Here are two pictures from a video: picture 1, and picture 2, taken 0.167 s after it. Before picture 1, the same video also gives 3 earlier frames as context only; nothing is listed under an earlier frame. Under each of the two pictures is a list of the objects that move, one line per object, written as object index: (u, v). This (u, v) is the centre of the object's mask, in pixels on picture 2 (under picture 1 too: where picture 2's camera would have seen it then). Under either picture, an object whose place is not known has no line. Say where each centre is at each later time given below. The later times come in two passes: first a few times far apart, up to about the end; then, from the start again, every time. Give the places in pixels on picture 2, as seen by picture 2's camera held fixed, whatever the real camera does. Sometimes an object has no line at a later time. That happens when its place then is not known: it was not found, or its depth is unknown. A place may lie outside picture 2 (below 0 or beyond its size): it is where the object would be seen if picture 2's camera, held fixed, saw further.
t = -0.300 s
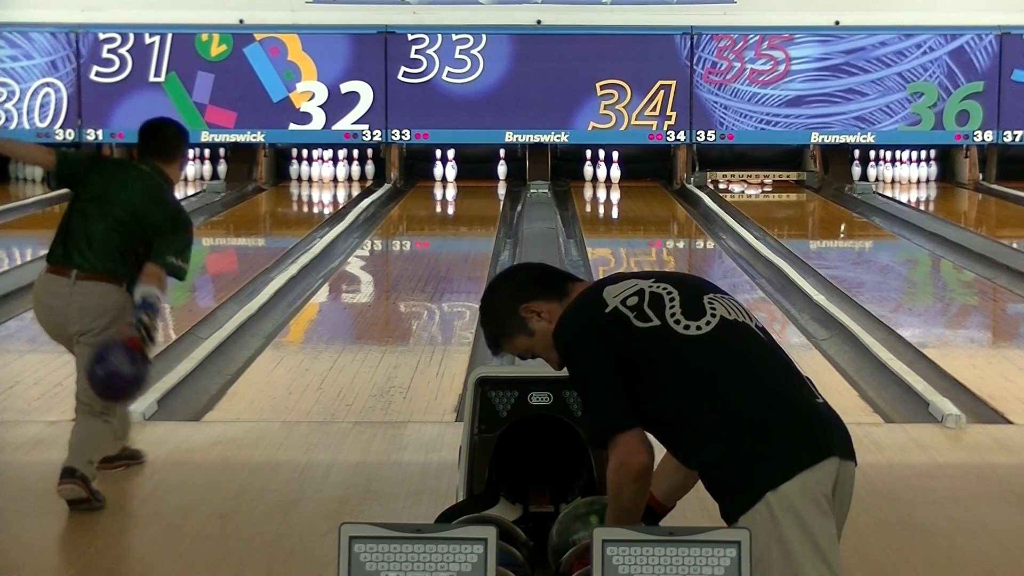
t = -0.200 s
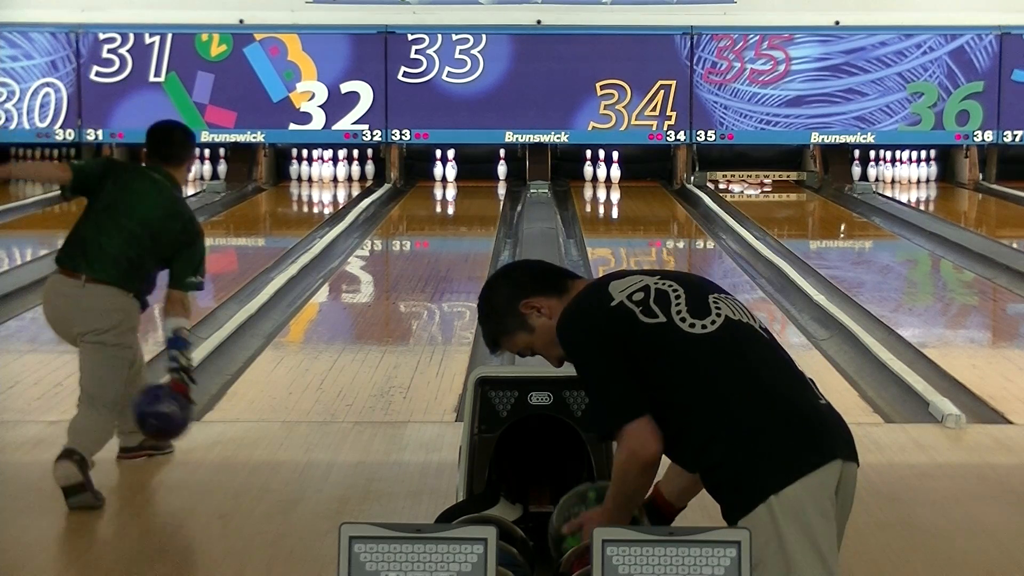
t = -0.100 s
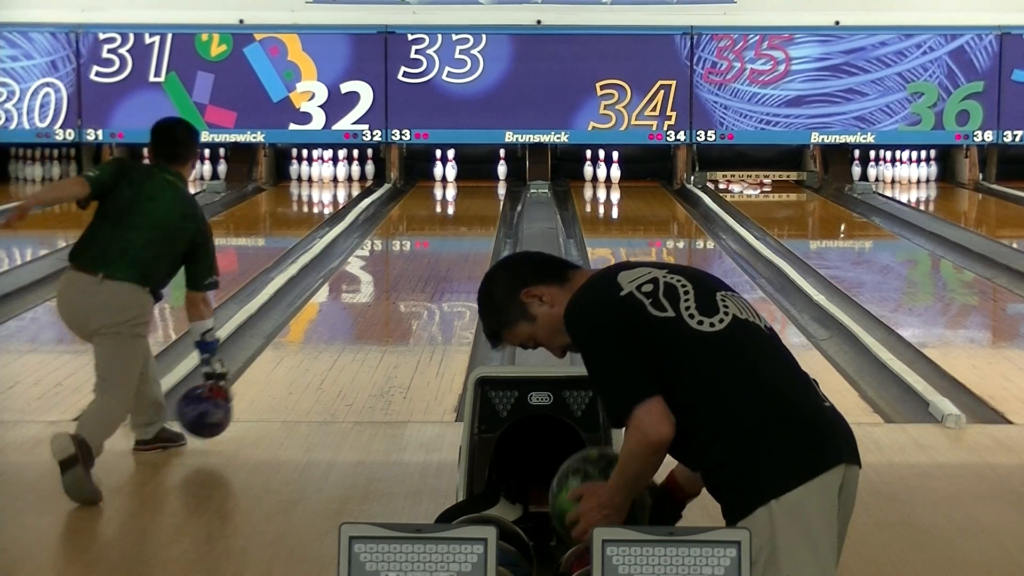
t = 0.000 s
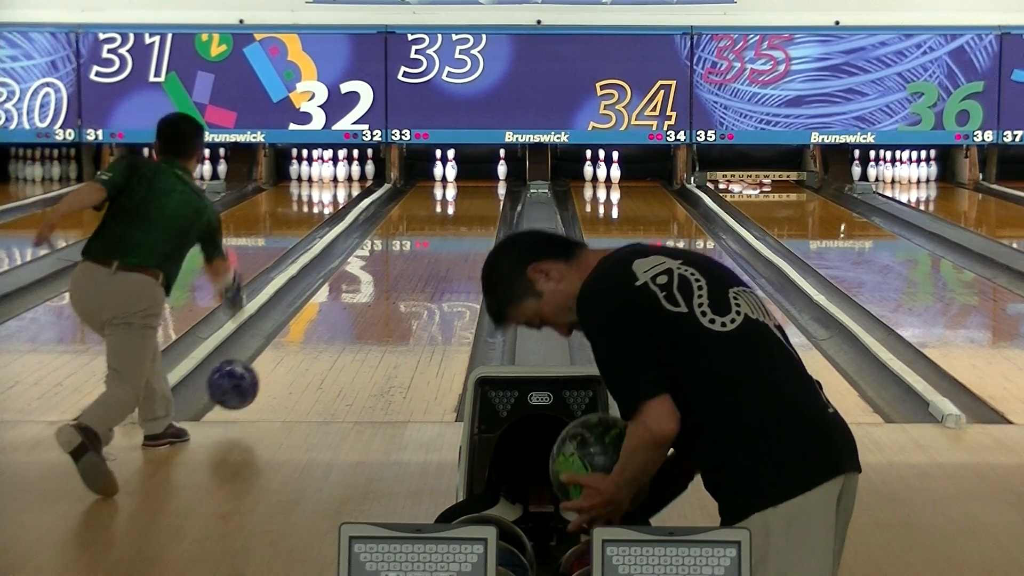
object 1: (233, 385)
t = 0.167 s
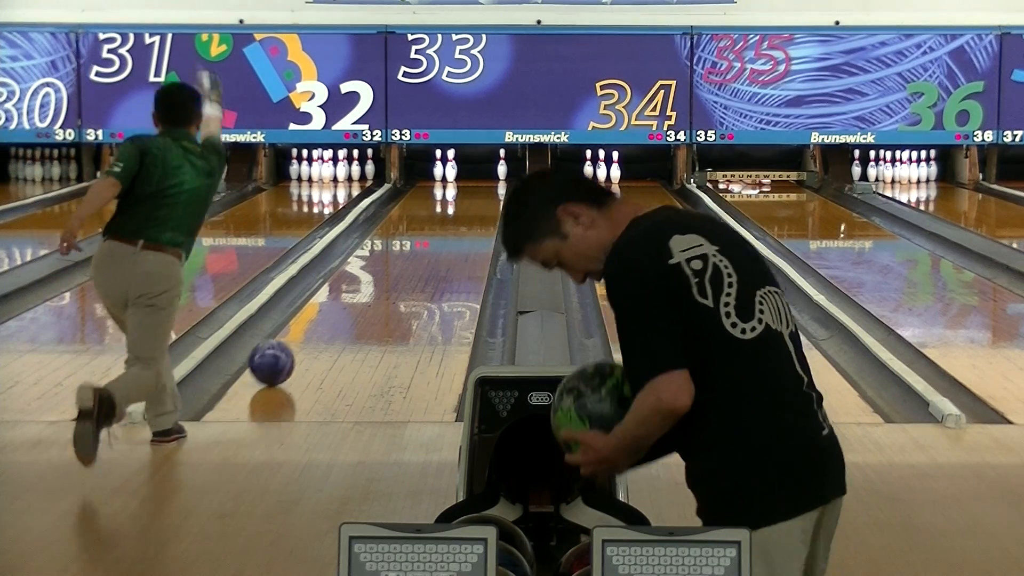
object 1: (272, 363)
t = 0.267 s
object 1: (291, 344)
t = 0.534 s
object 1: (331, 304)
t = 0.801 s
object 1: (362, 275)
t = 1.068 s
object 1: (386, 252)
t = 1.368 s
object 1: (405, 230)
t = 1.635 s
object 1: (418, 215)
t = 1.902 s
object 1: (431, 202)
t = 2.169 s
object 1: (438, 192)
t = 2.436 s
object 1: (446, 183)
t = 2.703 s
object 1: (450, 176)
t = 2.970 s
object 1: (453, 170)
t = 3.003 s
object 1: (454, 170)
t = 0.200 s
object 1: (278, 356)
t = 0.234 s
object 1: (285, 350)
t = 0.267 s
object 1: (291, 344)
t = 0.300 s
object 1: (297, 338)
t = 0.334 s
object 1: (302, 332)
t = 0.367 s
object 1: (308, 327)
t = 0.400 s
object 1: (313, 323)
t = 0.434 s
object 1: (318, 318)
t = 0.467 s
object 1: (323, 313)
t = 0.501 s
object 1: (327, 309)
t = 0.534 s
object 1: (331, 304)
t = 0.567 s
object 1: (336, 300)
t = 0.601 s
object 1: (340, 296)
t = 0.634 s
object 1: (344, 291)
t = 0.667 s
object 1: (348, 288)
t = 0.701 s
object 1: (351, 284)
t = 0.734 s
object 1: (354, 281)
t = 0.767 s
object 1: (358, 277)
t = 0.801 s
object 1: (362, 275)
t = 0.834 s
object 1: (365, 272)
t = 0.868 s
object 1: (368, 268)
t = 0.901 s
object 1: (371, 265)
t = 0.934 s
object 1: (374, 262)
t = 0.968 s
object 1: (377, 260)
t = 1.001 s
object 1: (379, 257)
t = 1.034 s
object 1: (382, 255)
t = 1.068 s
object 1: (386, 252)
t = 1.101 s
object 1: (387, 249)
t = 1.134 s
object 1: (390, 246)
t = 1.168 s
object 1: (393, 244)
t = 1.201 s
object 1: (395, 242)
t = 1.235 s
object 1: (397, 239)
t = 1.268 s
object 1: (399, 237)
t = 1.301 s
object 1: (402, 235)
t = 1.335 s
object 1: (404, 232)
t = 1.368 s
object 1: (405, 230)
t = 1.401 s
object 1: (407, 228)
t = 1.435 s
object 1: (409, 226)
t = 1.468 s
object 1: (411, 224)
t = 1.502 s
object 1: (412, 222)
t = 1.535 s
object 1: (414, 220)
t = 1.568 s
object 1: (416, 219)
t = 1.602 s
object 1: (417, 218)
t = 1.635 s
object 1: (418, 215)
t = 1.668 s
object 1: (421, 213)
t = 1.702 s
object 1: (422, 212)
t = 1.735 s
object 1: (423, 209)
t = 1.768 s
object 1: (426, 208)
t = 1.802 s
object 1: (426, 206)
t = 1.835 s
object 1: (428, 205)
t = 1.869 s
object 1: (430, 204)
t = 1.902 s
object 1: (431, 202)
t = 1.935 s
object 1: (432, 201)
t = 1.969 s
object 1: (433, 199)
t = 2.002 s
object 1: (434, 198)
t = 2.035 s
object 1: (435, 197)
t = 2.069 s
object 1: (436, 196)
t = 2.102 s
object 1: (437, 194)
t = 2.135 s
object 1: (437, 193)
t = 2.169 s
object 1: (438, 192)
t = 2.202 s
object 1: (439, 191)
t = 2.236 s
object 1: (441, 190)
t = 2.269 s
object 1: (442, 189)
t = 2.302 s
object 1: (443, 188)
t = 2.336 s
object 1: (444, 187)
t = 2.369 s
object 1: (445, 185)
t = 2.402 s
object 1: (445, 185)
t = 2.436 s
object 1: (446, 183)
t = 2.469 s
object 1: (446, 182)
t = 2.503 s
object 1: (447, 181)
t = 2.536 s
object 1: (447, 180)
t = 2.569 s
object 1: (448, 179)
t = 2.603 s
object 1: (449, 178)
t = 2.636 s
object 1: (450, 178)
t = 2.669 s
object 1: (450, 177)
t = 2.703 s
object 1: (450, 176)
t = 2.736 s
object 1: (451, 174)
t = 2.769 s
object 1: (451, 174)
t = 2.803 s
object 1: (451, 173)
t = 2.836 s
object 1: (452, 173)
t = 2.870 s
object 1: (453, 172)
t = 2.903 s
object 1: (453, 171)
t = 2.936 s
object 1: (454, 171)
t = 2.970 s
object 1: (453, 170)
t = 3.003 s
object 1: (454, 170)
